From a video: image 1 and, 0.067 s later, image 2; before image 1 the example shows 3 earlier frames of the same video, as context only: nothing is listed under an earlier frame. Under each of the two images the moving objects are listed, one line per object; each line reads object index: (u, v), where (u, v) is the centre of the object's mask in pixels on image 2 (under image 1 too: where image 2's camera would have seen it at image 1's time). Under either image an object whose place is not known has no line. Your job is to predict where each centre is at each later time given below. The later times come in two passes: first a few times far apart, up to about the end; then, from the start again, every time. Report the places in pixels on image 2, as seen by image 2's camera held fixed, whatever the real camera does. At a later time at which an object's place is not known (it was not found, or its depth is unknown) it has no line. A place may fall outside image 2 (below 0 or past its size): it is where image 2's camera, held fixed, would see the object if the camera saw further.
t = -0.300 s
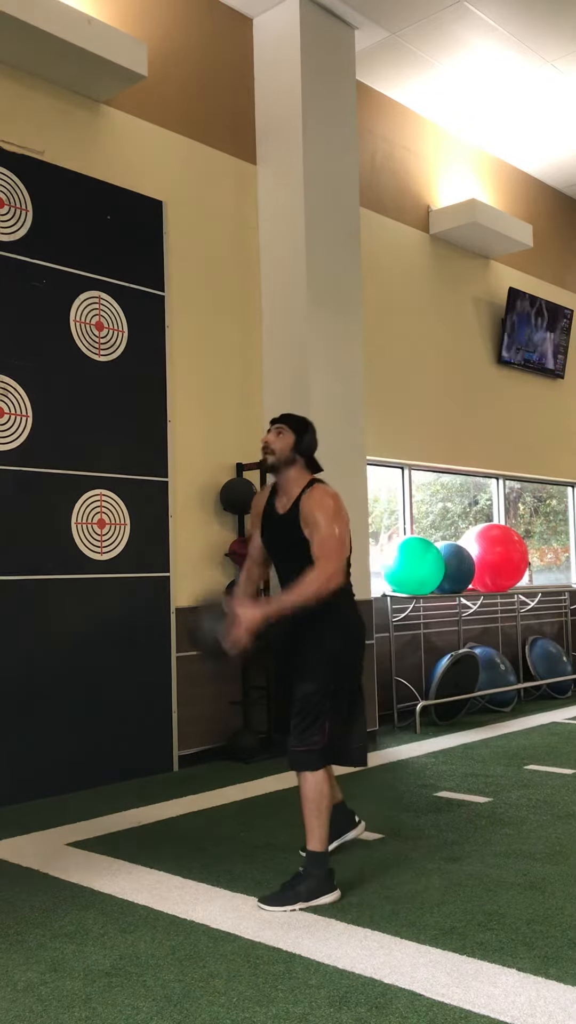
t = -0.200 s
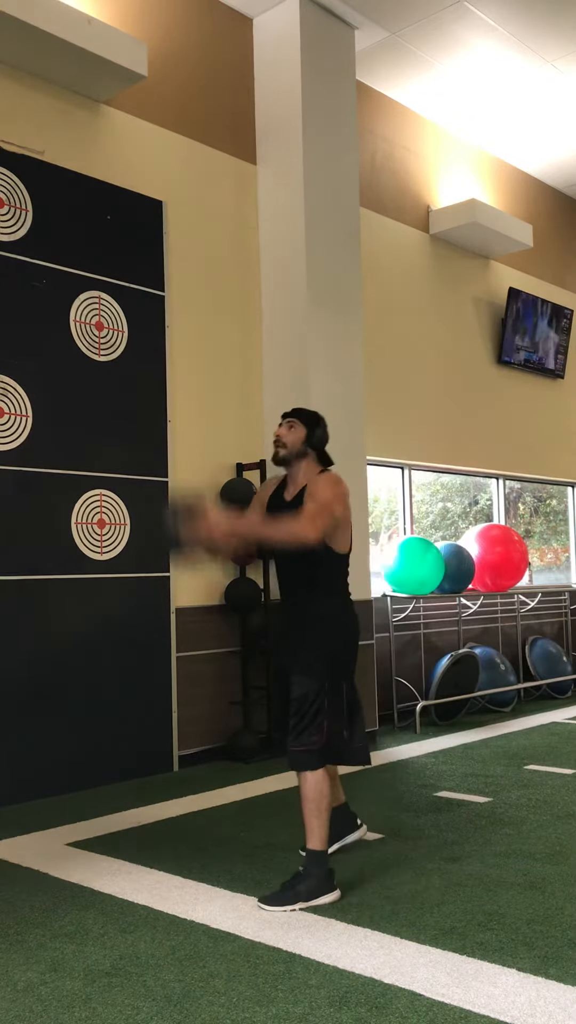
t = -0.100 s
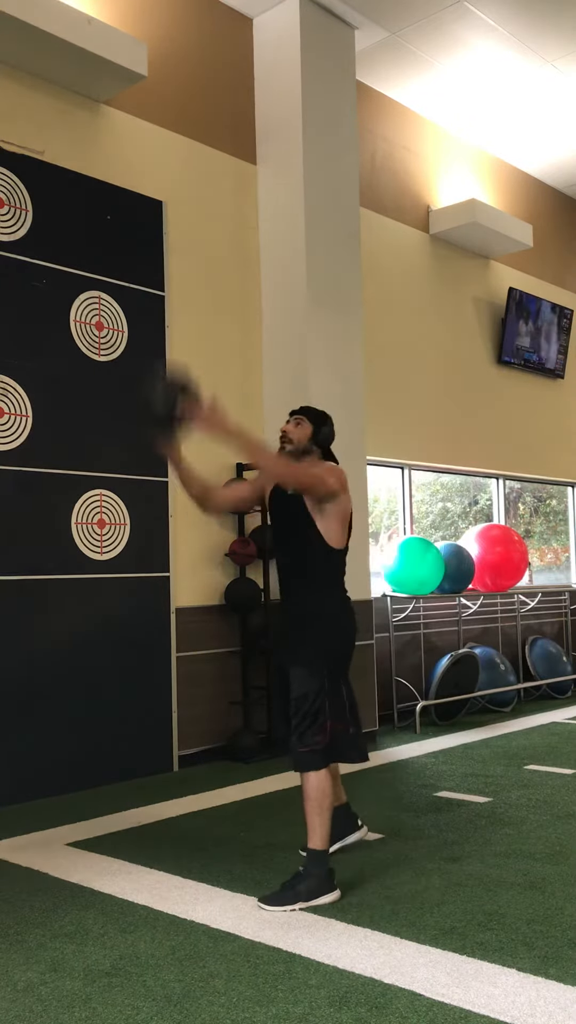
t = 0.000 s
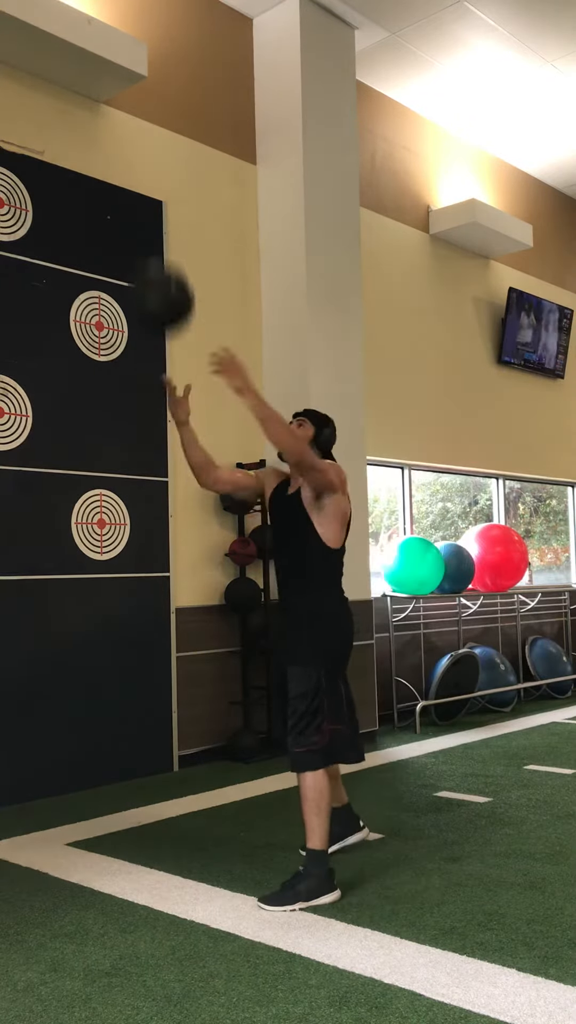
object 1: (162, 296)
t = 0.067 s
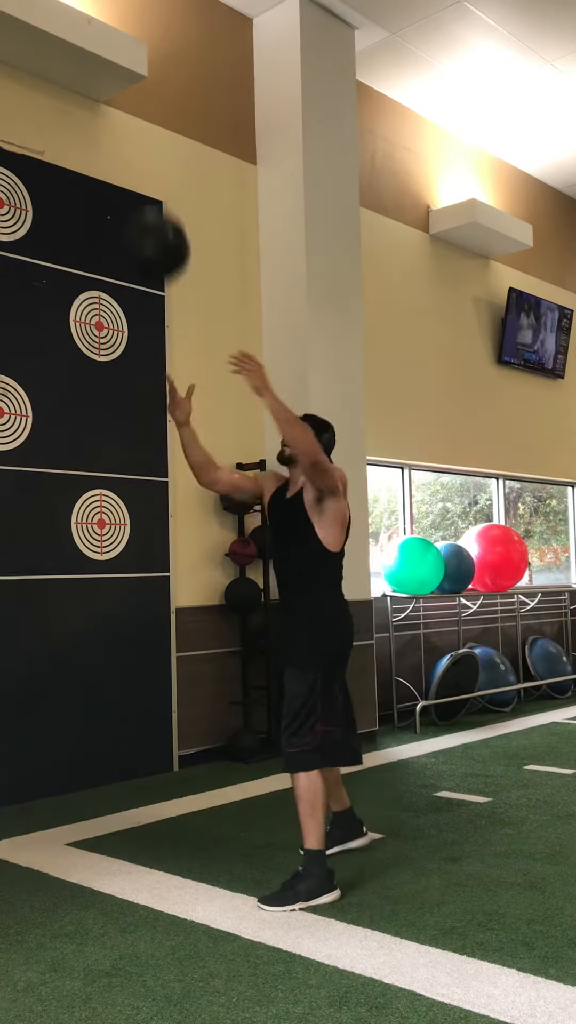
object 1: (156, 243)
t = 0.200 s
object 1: (149, 178)
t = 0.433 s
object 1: (138, 171)
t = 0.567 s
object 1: (133, 229)
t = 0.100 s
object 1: (153, 224)
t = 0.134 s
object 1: (152, 206)
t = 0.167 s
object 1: (150, 190)
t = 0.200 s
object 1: (149, 178)
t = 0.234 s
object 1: (146, 168)
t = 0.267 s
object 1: (145, 162)
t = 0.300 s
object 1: (143, 159)
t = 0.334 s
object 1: (142, 158)
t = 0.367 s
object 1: (140, 159)
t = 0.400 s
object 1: (139, 164)
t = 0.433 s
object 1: (138, 171)
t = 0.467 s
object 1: (136, 182)
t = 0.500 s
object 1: (135, 197)
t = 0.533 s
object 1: (134, 213)
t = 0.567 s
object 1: (133, 229)
